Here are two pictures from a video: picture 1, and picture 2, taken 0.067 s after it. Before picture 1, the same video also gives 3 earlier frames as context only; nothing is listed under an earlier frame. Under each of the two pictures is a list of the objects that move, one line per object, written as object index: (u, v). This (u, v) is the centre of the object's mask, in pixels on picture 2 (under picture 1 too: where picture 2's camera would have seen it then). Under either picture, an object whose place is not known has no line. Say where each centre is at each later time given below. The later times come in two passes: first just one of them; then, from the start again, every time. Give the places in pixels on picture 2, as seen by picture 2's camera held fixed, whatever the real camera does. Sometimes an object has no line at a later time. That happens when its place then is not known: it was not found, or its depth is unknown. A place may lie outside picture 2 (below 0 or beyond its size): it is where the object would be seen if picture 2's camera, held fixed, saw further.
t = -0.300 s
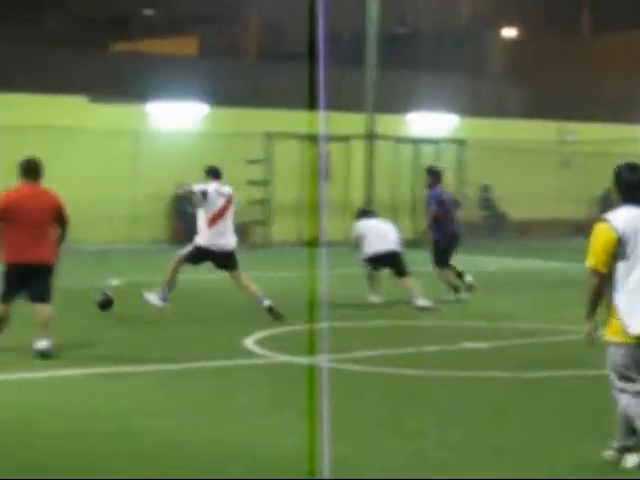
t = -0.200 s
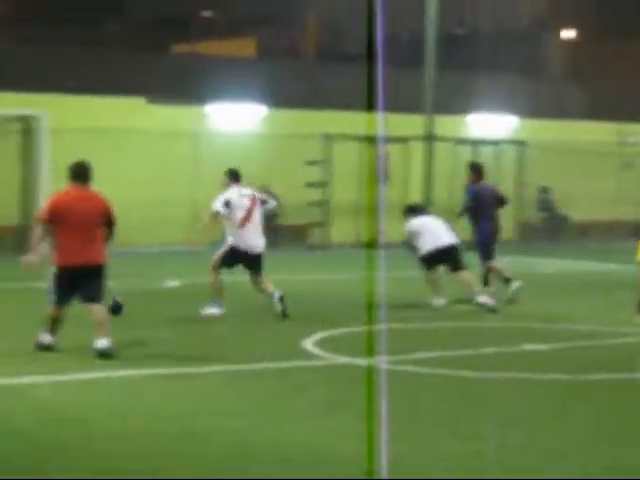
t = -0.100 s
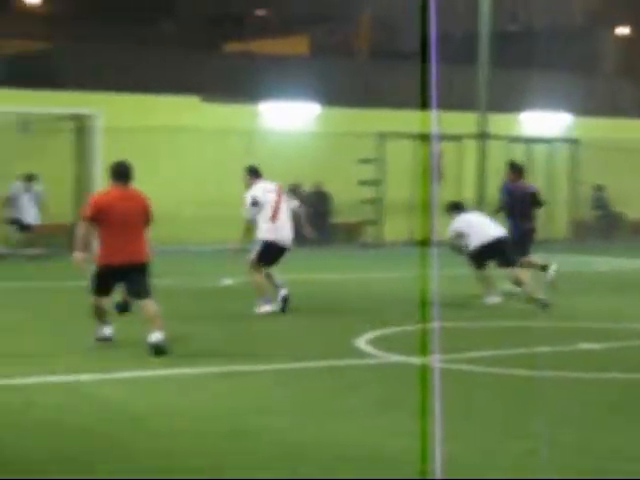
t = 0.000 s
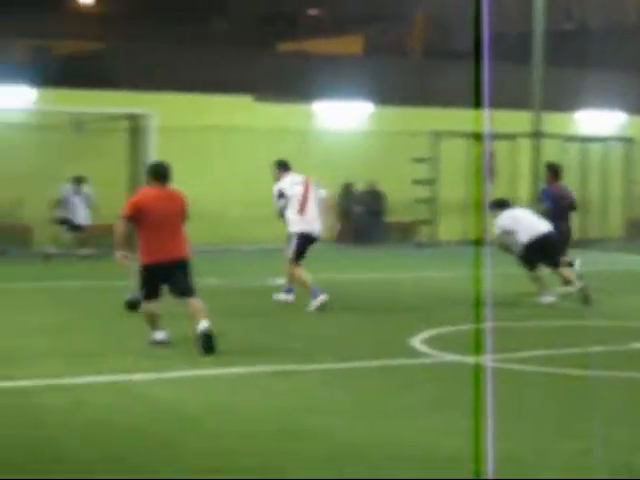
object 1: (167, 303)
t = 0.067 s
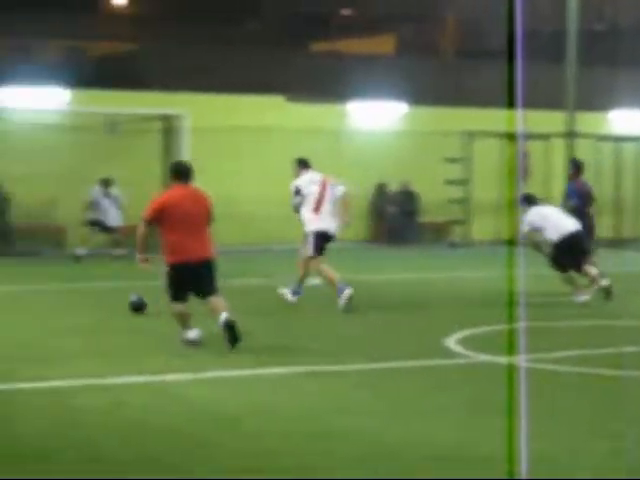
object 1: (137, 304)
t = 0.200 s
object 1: (78, 305)
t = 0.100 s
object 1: (122, 303)
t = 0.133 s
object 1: (106, 303)
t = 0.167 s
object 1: (92, 303)
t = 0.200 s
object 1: (78, 305)
